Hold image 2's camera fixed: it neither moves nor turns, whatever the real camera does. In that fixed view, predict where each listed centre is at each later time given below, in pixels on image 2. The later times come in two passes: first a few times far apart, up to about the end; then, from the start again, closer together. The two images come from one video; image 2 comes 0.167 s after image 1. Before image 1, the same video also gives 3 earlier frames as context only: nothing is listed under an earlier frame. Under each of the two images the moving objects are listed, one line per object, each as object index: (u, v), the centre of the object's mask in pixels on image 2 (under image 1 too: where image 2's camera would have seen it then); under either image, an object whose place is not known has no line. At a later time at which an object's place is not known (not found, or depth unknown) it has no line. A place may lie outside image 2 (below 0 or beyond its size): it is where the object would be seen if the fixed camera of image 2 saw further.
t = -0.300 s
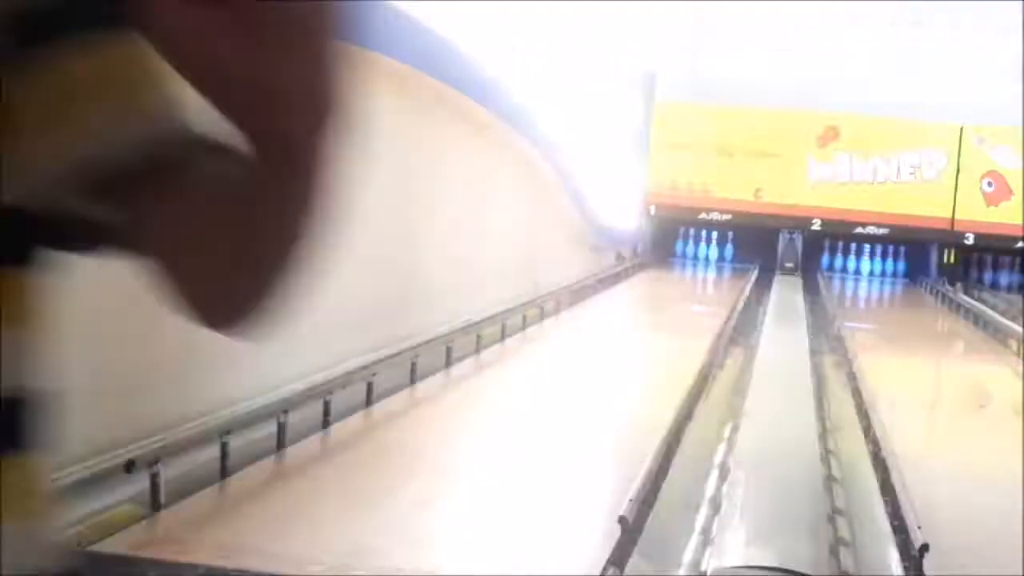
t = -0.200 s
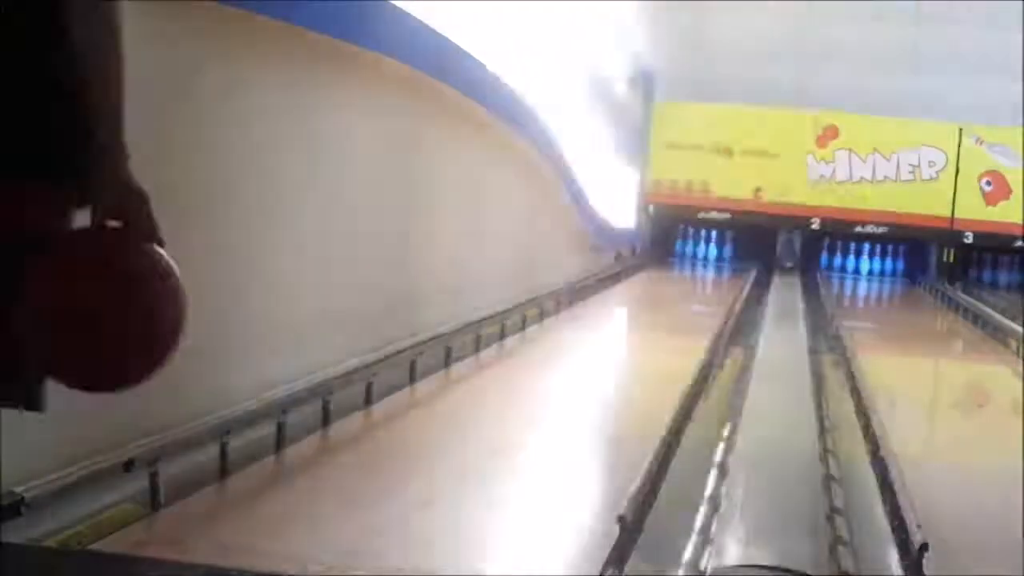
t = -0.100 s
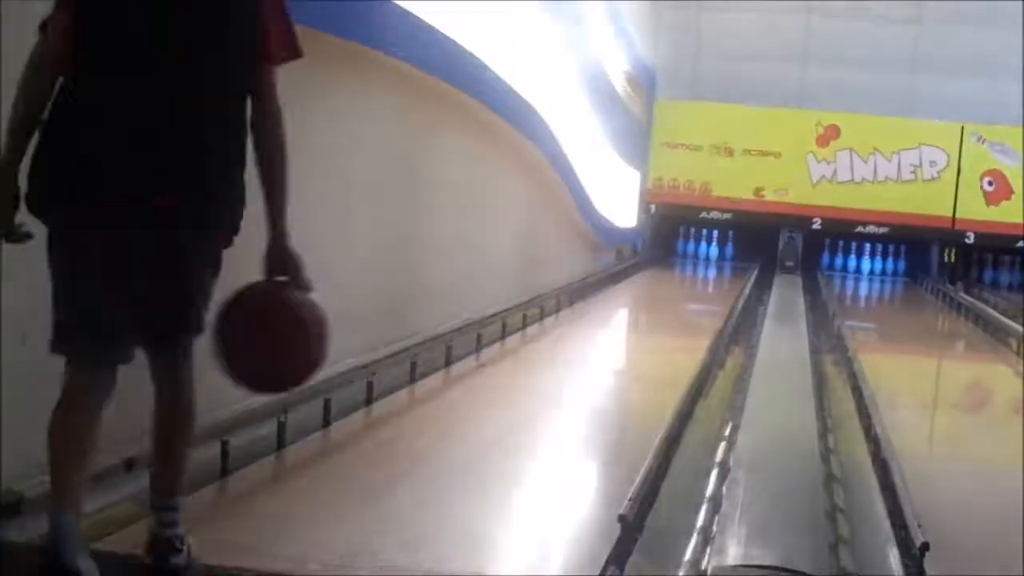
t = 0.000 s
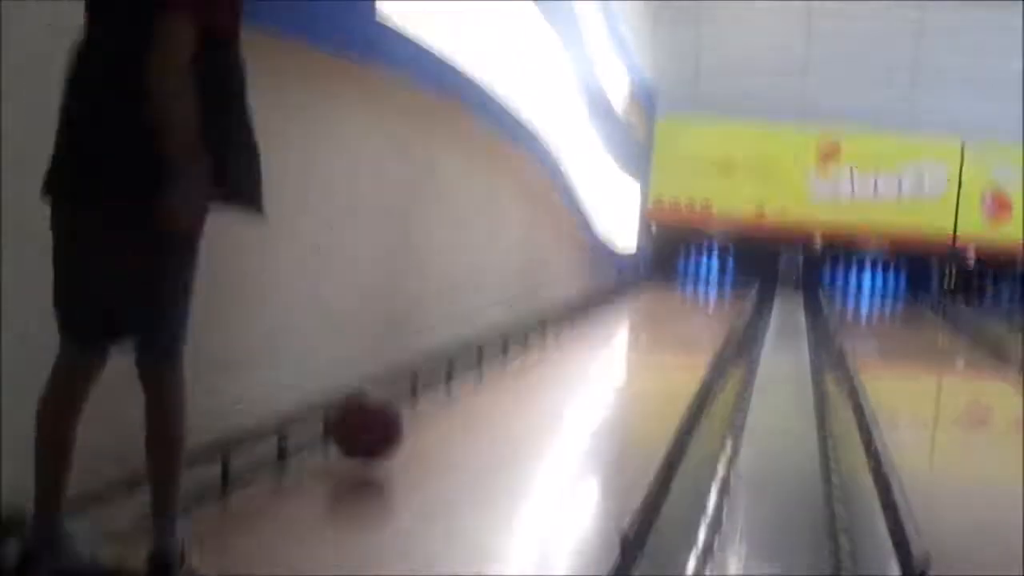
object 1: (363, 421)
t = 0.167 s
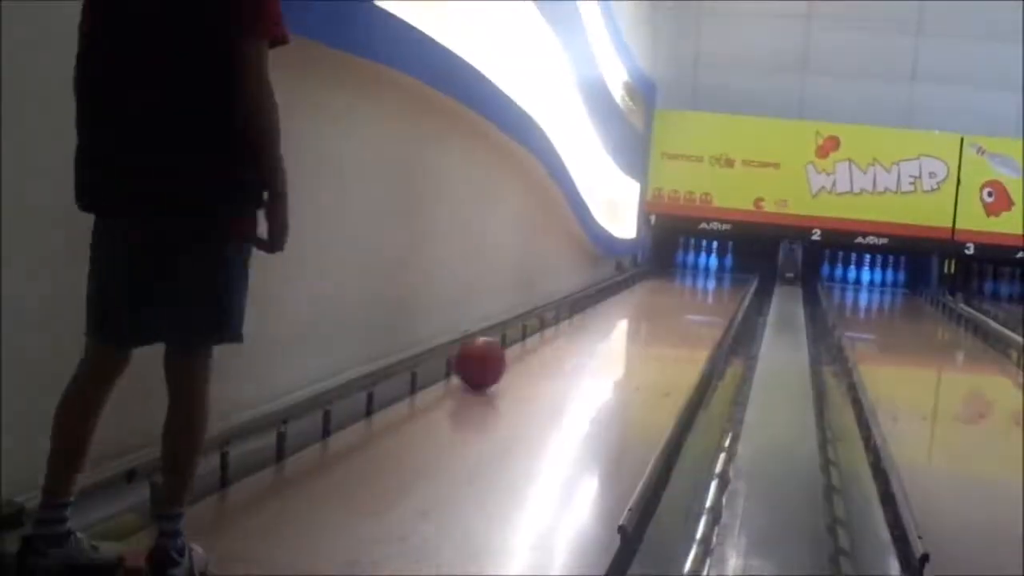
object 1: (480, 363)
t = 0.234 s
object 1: (523, 351)
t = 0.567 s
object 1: (680, 318)
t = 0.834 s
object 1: (708, 299)
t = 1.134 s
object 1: (680, 281)
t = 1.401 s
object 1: (660, 270)
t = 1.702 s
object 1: (701, 265)
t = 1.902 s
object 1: (729, 264)
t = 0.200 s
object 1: (501, 357)
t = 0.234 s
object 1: (523, 351)
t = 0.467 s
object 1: (643, 325)
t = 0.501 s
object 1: (657, 322)
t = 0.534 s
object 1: (669, 320)
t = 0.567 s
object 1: (680, 318)
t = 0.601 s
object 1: (691, 316)
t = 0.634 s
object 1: (701, 313)
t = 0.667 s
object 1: (711, 311)
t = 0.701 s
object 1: (718, 309)
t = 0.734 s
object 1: (716, 306)
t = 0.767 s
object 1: (714, 304)
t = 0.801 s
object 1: (711, 302)
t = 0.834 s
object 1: (708, 299)
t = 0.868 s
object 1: (705, 297)
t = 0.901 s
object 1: (702, 295)
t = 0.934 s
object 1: (700, 293)
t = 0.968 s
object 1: (696, 290)
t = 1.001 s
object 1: (693, 289)
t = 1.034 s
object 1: (689, 286)
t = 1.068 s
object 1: (687, 285)
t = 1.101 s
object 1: (682, 283)
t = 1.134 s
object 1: (680, 281)
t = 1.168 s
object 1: (676, 279)
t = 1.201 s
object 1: (674, 277)
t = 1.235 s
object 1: (670, 276)
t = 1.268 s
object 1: (668, 274)
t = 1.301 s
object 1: (664, 273)
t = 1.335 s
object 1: (663, 272)
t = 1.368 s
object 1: (661, 271)
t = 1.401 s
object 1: (660, 270)
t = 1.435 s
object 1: (661, 269)
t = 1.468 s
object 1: (666, 268)
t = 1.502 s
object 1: (670, 268)
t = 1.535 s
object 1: (676, 267)
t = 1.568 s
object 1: (681, 267)
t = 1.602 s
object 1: (687, 266)
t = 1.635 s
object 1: (691, 266)
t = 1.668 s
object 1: (695, 265)
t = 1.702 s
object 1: (701, 265)
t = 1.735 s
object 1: (705, 265)
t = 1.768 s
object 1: (711, 264)
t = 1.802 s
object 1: (715, 263)
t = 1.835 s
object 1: (719, 263)
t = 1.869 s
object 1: (722, 264)
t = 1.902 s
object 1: (729, 264)
